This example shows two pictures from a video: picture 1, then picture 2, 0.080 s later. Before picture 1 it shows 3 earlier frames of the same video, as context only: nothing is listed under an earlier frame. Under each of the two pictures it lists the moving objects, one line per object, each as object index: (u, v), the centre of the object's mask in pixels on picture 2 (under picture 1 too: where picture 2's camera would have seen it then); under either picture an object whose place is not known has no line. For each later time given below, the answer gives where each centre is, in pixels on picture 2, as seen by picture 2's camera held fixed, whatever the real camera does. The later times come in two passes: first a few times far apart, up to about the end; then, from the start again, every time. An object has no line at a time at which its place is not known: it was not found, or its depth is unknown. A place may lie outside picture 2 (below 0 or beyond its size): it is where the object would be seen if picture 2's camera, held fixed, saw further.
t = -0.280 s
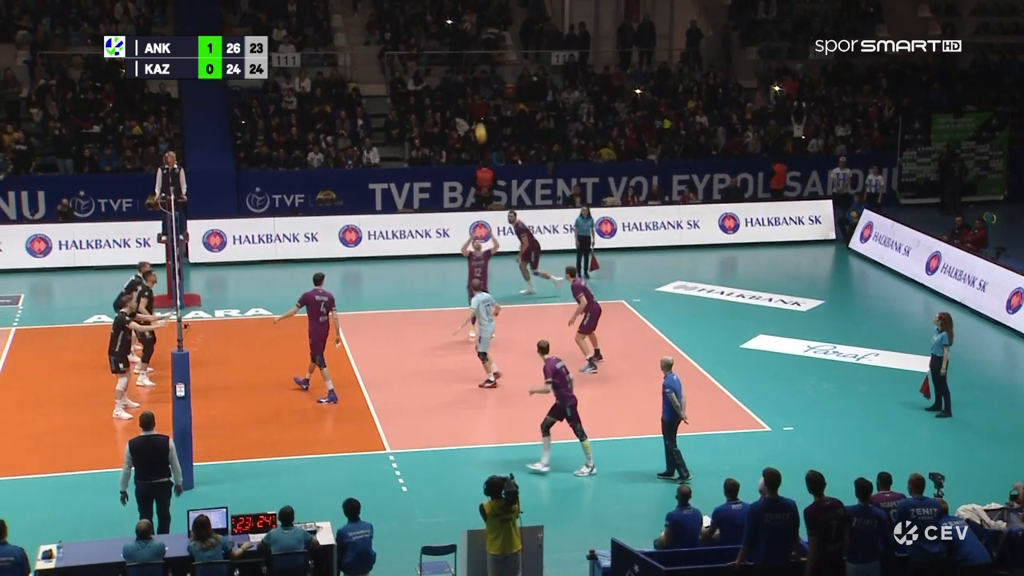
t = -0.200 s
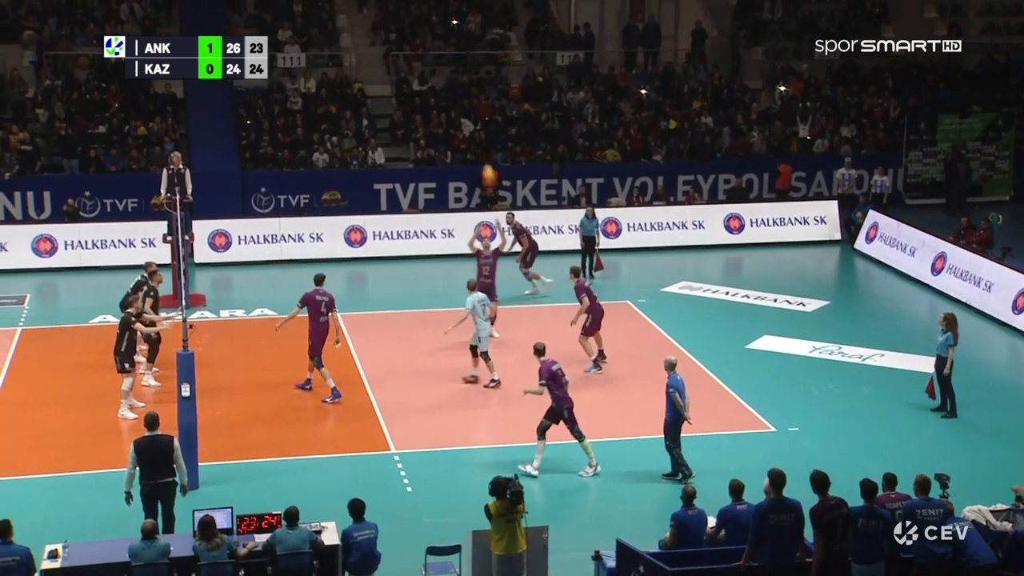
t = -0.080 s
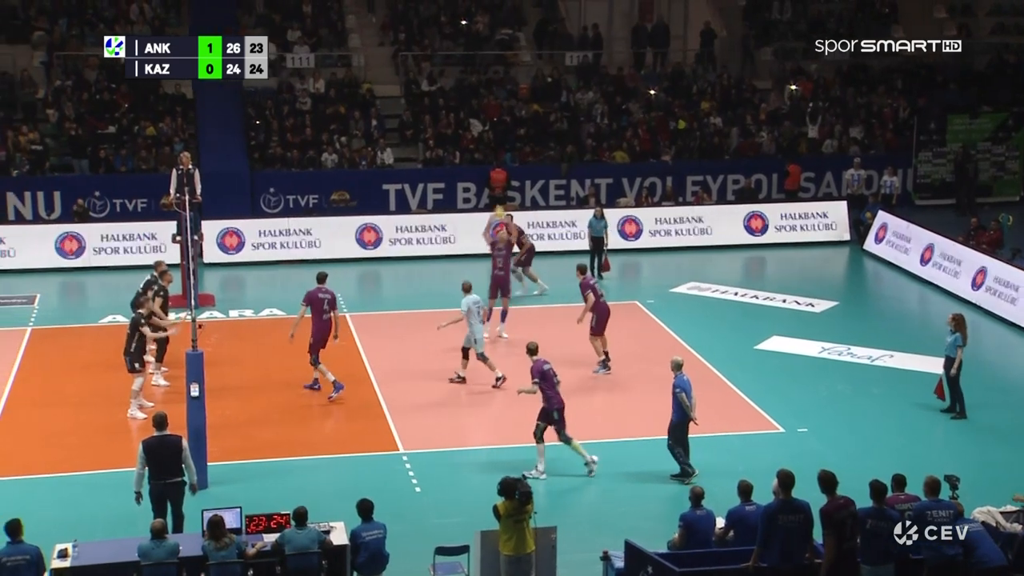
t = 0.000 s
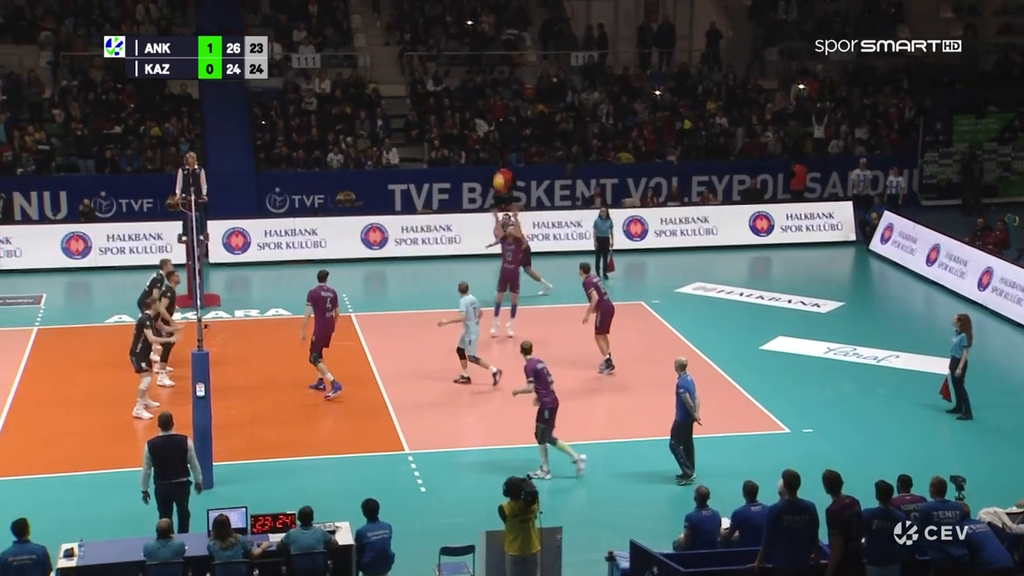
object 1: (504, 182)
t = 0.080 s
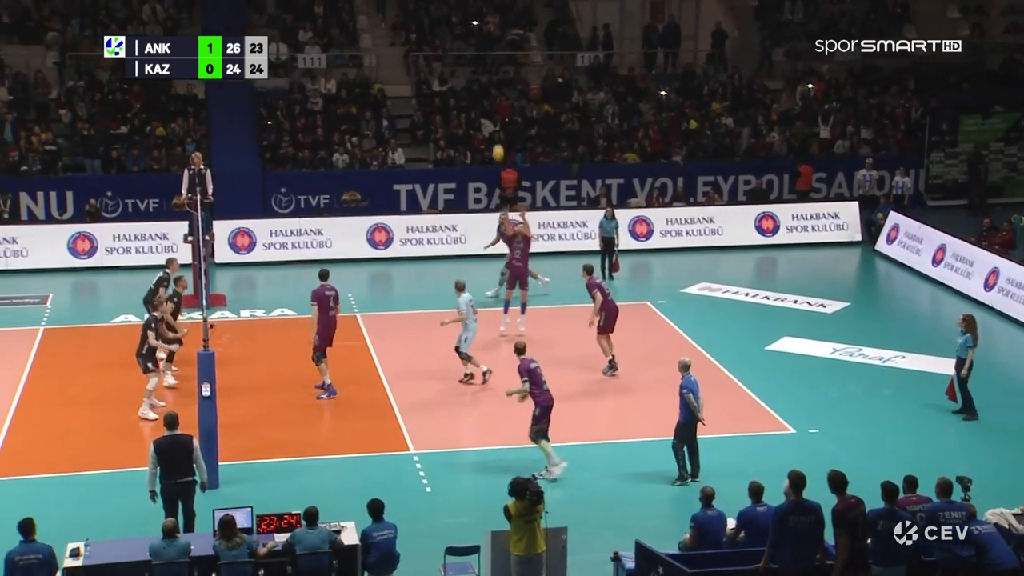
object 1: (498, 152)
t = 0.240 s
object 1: (485, 102)
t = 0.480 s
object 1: (467, 51)
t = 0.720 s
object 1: (449, 31)
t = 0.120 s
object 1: (495, 138)
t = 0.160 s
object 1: (492, 126)
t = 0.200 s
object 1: (489, 113)
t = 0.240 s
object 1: (485, 102)
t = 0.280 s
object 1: (482, 91)
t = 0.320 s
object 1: (479, 82)
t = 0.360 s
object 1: (476, 73)
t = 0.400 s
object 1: (473, 65)
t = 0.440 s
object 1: (470, 58)
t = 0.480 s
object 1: (467, 51)
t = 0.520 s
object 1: (464, 46)
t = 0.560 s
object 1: (461, 41)
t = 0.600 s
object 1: (459, 37)
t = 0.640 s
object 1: (456, 34)
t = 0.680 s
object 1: (452, 32)
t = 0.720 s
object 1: (449, 31)
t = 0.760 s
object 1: (446, 31)
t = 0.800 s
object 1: (443, 33)
